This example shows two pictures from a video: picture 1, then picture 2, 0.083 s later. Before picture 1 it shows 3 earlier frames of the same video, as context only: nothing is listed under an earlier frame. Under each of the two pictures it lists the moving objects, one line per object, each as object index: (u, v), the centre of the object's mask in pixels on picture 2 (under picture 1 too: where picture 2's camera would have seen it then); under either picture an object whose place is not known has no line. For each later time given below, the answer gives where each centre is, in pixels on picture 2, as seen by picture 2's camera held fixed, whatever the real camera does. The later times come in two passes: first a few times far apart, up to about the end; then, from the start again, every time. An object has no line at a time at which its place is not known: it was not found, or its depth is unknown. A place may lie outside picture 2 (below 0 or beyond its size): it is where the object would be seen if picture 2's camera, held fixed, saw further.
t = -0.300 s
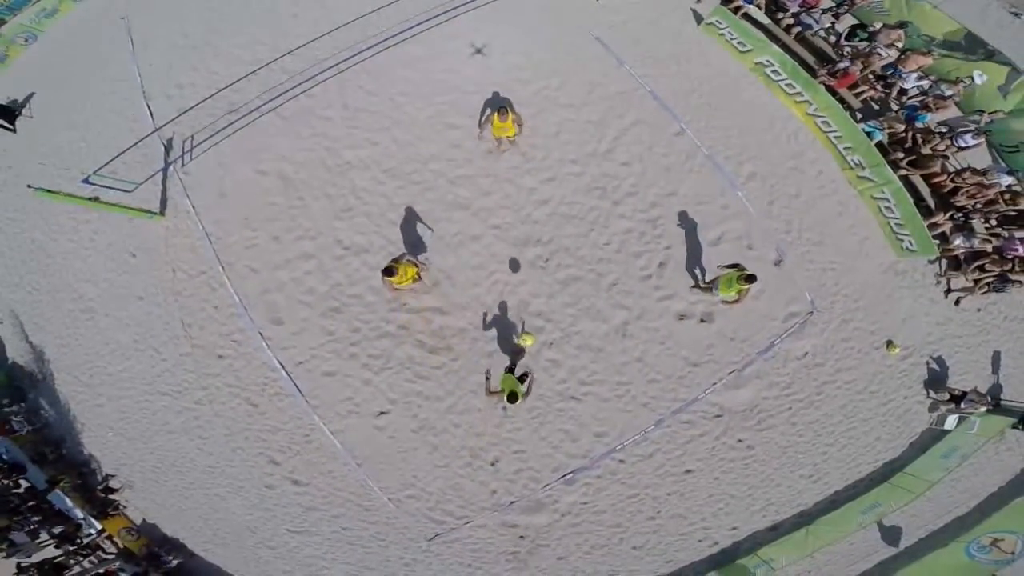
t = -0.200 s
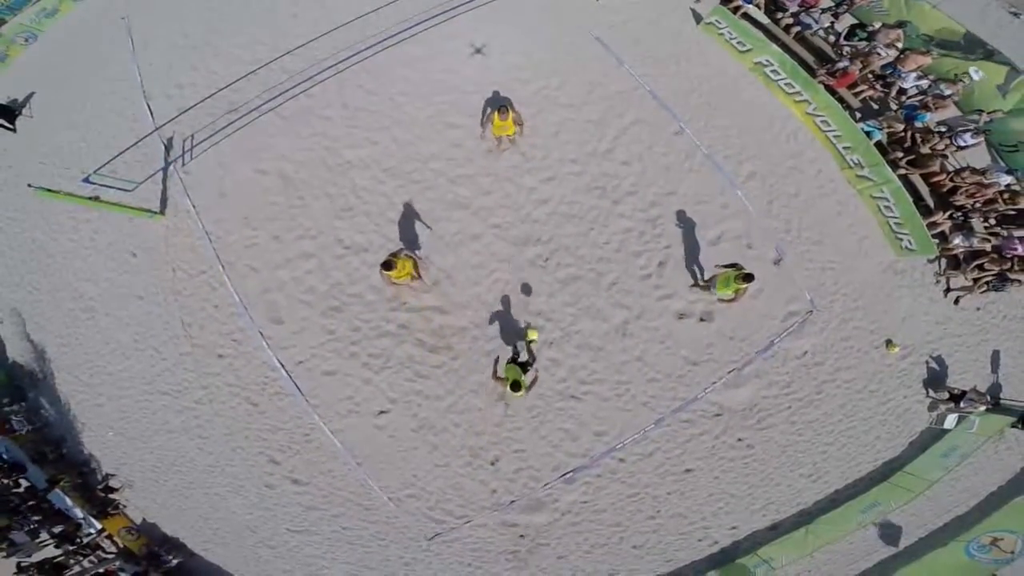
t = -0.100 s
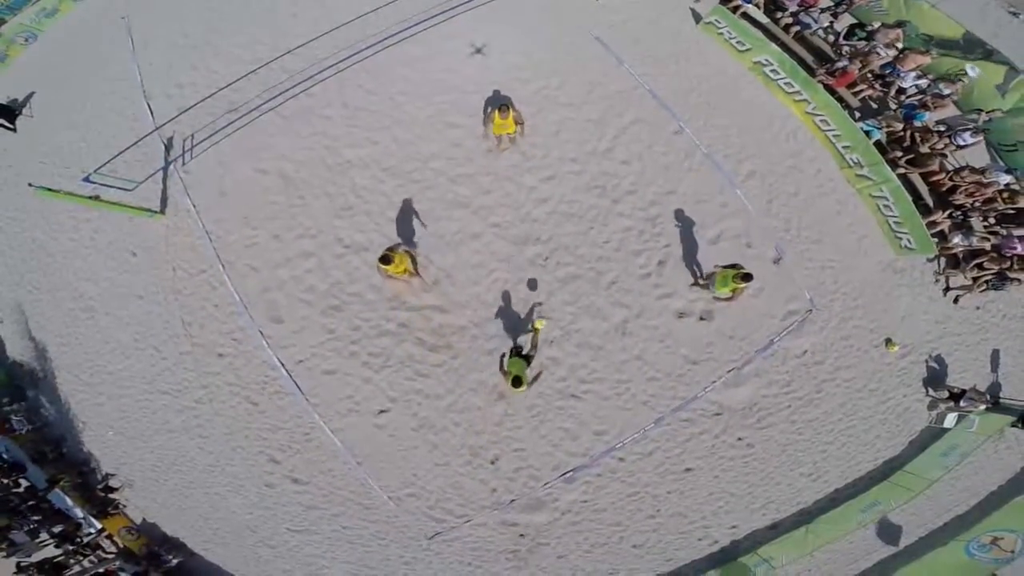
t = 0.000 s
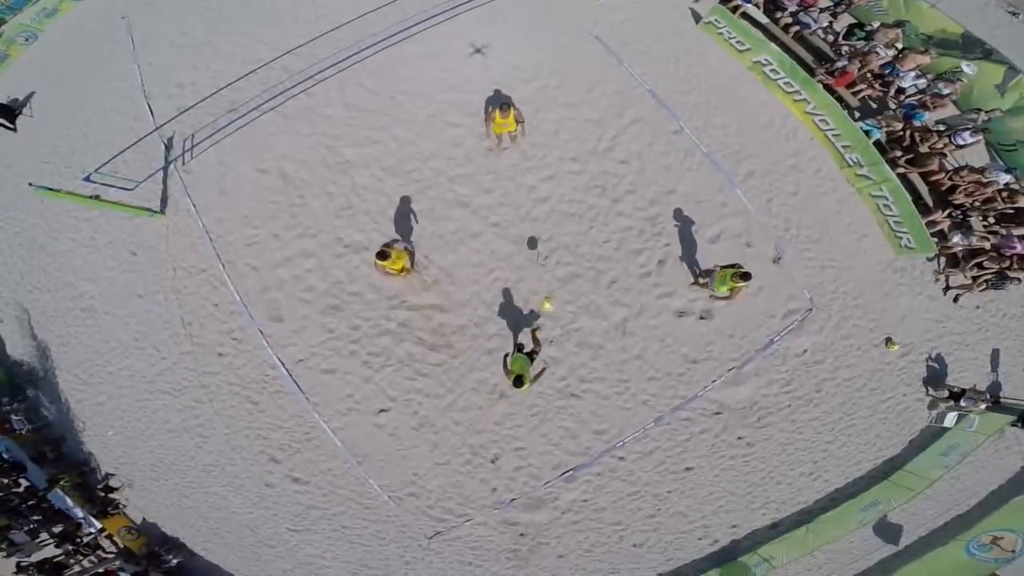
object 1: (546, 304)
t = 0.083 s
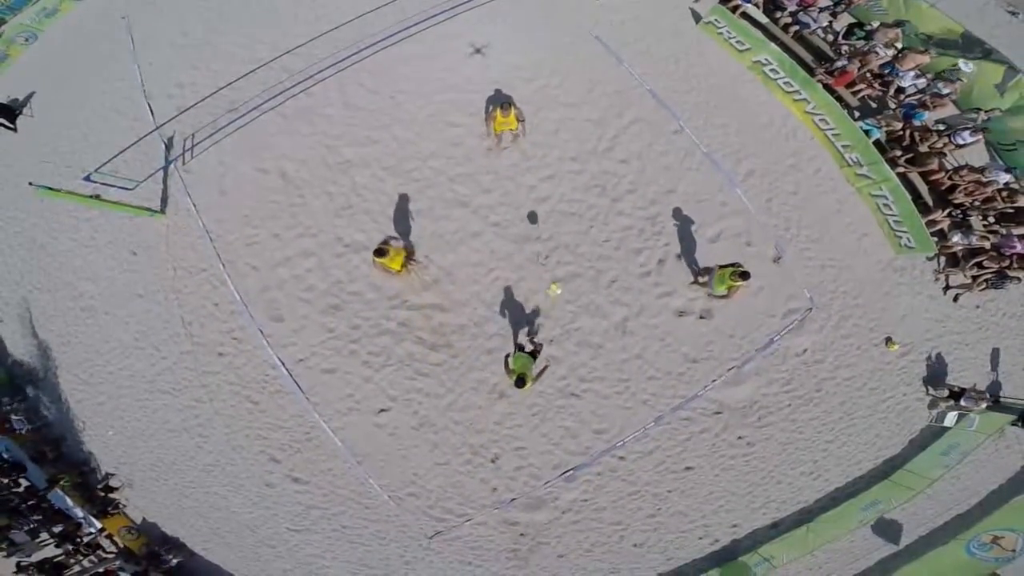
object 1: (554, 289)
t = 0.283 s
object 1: (572, 238)
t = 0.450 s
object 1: (582, 194)
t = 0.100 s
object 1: (556, 282)
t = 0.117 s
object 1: (556, 279)
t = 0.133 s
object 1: (558, 276)
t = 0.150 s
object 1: (560, 270)
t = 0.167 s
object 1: (561, 267)
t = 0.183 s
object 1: (562, 264)
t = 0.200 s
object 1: (564, 257)
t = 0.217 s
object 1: (566, 254)
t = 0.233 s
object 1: (567, 251)
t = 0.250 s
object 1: (569, 245)
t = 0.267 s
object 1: (571, 241)
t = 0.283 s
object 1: (572, 238)
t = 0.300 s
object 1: (573, 231)
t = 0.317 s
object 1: (574, 228)
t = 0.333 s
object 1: (575, 225)
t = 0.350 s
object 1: (577, 219)
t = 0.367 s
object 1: (577, 216)
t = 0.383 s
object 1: (578, 213)
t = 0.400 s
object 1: (580, 205)
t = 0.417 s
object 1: (580, 202)
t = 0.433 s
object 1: (580, 200)
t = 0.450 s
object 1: (582, 194)
